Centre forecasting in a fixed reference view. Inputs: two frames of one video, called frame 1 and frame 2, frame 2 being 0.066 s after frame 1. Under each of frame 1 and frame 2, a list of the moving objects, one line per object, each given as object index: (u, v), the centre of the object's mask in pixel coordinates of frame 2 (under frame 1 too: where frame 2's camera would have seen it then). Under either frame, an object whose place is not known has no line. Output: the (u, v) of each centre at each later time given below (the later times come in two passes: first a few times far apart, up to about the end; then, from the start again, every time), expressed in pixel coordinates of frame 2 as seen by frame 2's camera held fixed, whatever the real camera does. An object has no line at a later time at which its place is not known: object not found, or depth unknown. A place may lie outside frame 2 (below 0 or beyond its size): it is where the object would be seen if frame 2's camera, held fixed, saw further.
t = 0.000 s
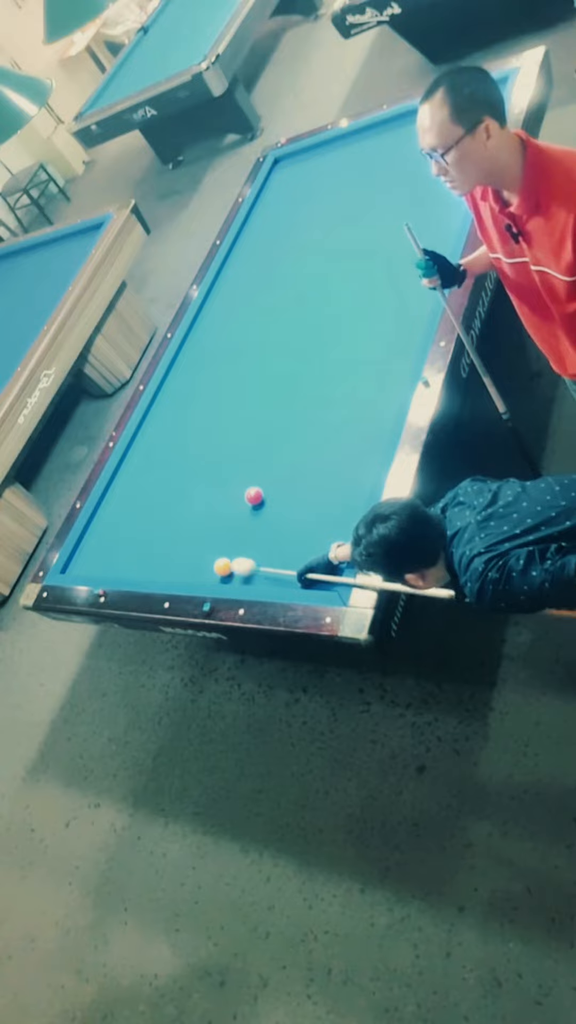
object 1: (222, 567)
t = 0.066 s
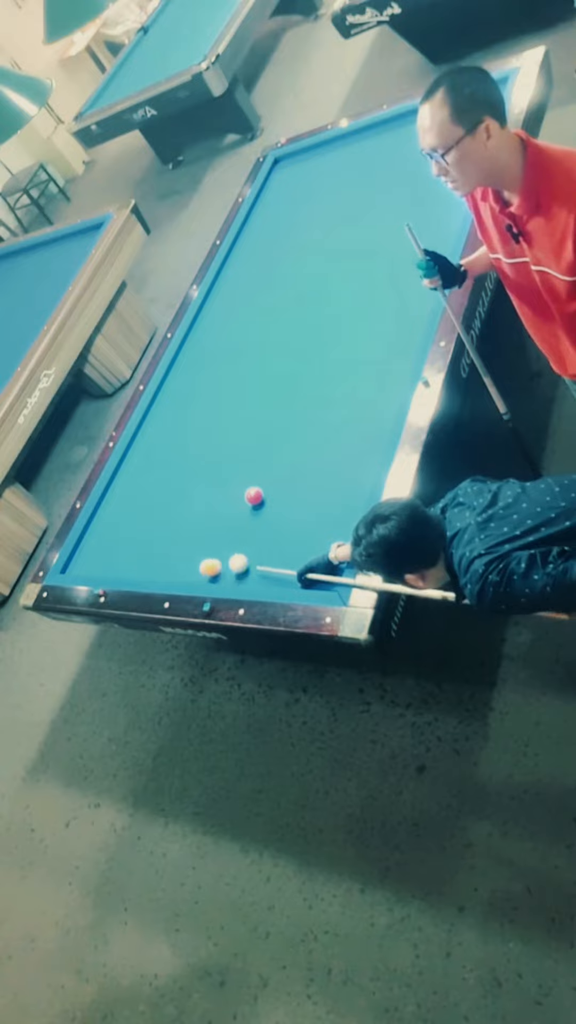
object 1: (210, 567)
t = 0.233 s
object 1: (176, 570)
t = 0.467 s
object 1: (136, 570)
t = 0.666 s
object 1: (108, 566)
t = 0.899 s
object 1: (78, 562)
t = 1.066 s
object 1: (80, 560)
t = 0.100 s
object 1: (202, 568)
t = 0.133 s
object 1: (195, 569)
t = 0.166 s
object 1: (188, 569)
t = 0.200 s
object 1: (182, 570)
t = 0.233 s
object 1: (176, 570)
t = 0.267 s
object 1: (170, 571)
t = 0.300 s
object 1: (163, 571)
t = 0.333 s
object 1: (157, 572)
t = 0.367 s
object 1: (151, 572)
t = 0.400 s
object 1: (146, 571)
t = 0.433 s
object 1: (141, 570)
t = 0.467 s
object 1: (136, 570)
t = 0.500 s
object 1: (131, 569)
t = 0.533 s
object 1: (126, 569)
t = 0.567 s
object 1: (122, 568)
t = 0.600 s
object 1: (117, 567)
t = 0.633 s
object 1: (112, 566)
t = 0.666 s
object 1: (108, 566)
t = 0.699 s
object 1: (103, 565)
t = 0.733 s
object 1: (99, 565)
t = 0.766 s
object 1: (95, 564)
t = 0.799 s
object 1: (90, 563)
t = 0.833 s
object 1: (86, 563)
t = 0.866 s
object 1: (82, 562)
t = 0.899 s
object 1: (78, 562)
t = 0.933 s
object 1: (74, 561)
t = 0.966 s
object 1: (72, 561)
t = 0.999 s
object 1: (75, 560)
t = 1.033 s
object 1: (78, 560)
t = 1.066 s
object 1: (80, 560)
